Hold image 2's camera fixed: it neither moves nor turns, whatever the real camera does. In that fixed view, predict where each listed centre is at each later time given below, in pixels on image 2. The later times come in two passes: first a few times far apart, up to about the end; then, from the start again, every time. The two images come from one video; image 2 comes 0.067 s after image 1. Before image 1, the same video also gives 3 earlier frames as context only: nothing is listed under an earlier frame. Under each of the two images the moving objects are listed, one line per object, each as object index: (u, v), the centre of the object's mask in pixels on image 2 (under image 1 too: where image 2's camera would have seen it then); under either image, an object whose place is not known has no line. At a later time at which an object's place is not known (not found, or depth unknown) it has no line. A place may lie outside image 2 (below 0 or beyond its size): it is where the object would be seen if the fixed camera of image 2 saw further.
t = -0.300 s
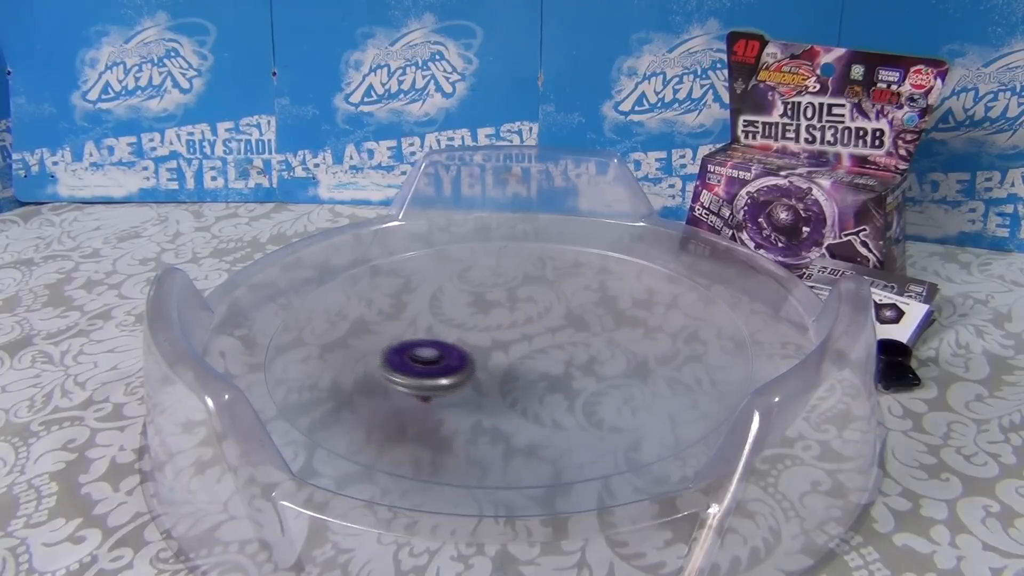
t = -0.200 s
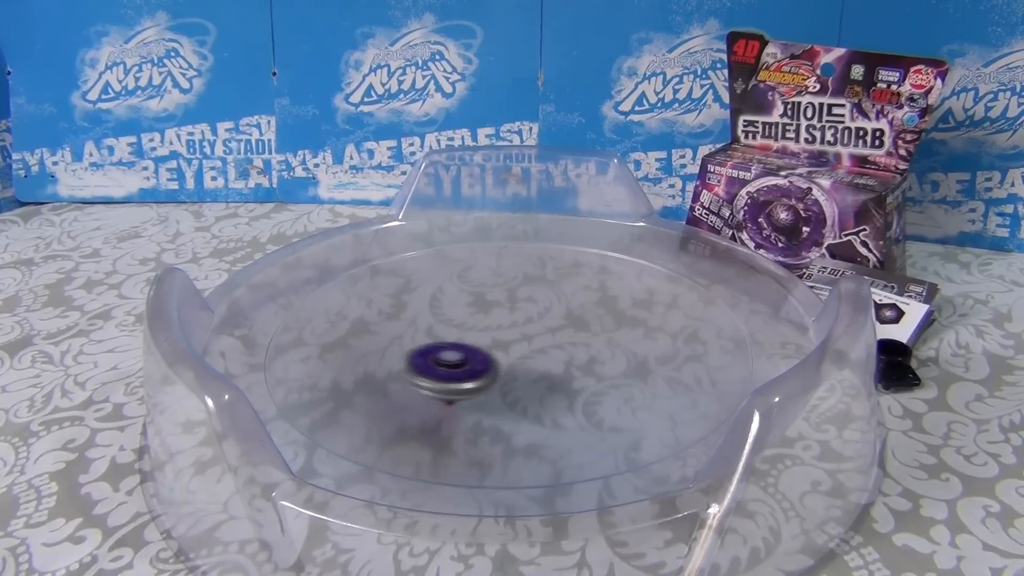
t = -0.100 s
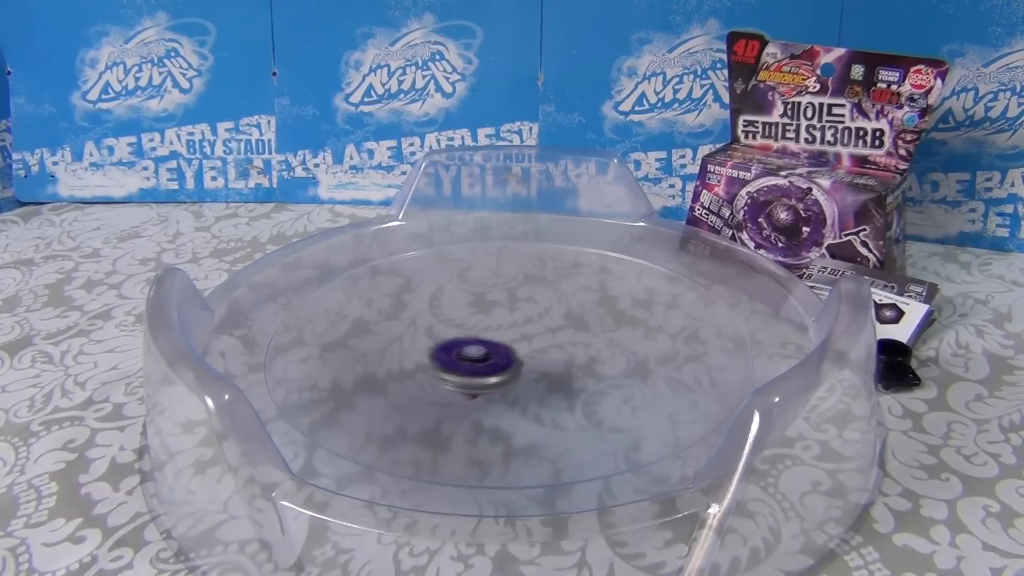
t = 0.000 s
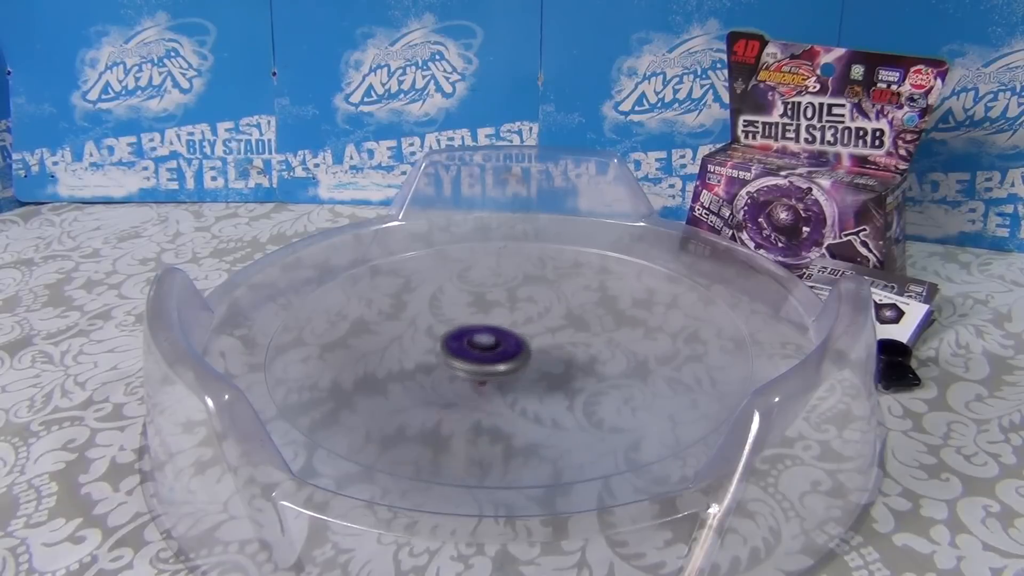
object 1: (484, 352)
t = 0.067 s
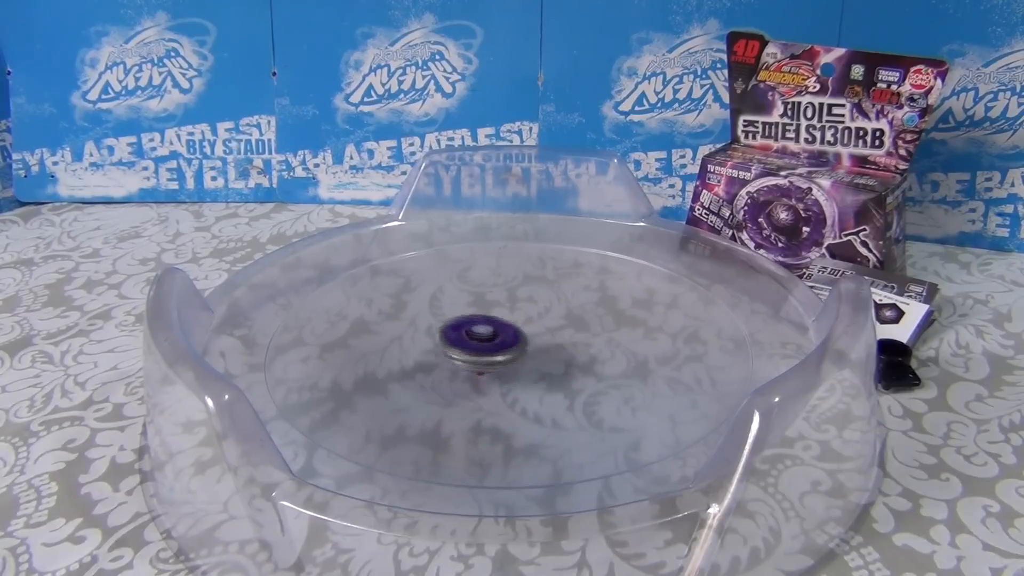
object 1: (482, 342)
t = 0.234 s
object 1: (454, 327)
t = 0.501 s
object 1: (442, 336)
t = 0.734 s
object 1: (479, 333)
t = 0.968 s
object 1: (490, 315)
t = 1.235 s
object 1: (483, 317)
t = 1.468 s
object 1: (515, 322)
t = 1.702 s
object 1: (532, 314)
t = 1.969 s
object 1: (529, 321)
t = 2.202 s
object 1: (551, 331)
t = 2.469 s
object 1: (556, 329)
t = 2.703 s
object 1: (542, 342)
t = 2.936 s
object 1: (557, 351)
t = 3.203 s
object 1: (545, 351)
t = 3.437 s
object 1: (529, 359)
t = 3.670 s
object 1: (521, 363)
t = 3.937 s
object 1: (504, 365)
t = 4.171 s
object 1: (487, 363)
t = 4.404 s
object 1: (475, 362)
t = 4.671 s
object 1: (475, 355)
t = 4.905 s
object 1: (465, 346)
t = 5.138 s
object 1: (463, 342)
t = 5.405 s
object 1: (472, 336)
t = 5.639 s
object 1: (478, 329)
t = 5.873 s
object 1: (485, 326)
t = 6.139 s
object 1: (502, 325)
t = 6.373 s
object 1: (515, 323)
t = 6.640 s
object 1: (522, 325)
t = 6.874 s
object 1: (532, 331)
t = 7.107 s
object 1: (540, 334)
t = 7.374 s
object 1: (539, 340)
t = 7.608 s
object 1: (542, 348)
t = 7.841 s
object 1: (542, 350)
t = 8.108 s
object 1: (528, 354)
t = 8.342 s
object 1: (514, 358)
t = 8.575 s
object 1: (503, 359)
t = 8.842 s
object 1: (491, 357)
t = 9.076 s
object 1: (482, 354)
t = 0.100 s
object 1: (478, 338)
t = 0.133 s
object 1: (473, 334)
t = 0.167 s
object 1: (468, 331)
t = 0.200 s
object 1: (461, 328)
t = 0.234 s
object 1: (454, 327)
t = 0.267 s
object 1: (449, 327)
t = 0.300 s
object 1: (445, 327)
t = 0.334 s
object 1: (441, 328)
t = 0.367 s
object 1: (439, 330)
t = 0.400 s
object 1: (438, 331)
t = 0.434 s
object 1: (438, 332)
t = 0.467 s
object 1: (440, 334)
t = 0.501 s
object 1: (442, 336)
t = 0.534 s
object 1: (446, 337)
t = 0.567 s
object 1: (451, 338)
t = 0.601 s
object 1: (456, 338)
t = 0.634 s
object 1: (462, 338)
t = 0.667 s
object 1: (468, 337)
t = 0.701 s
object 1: (474, 335)
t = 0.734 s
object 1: (479, 333)
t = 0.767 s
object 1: (484, 331)
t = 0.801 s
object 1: (487, 328)
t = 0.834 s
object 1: (489, 325)
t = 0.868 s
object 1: (490, 322)
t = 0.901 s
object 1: (491, 320)
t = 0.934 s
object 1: (490, 317)
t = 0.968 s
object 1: (490, 315)
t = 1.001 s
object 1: (488, 314)
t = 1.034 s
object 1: (486, 314)
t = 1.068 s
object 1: (485, 313)
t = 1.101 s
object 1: (483, 314)
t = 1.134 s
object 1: (482, 314)
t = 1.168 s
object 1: (482, 315)
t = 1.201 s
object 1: (482, 316)
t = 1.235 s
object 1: (483, 317)
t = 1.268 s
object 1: (486, 319)
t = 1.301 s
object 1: (490, 320)
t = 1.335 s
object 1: (494, 321)
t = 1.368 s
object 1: (500, 322)
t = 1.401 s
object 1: (505, 323)
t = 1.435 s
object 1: (510, 323)
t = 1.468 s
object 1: (515, 322)
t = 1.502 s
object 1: (520, 321)
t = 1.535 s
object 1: (524, 320)
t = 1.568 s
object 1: (527, 318)
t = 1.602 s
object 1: (530, 317)
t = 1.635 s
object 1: (531, 316)
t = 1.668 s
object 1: (532, 315)
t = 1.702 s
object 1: (532, 314)
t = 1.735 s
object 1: (532, 314)
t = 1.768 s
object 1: (531, 314)
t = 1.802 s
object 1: (530, 314)
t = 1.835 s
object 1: (530, 314)
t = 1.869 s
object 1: (529, 315)
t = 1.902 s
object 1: (528, 317)
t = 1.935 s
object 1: (528, 319)
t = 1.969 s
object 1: (529, 321)
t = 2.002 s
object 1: (530, 323)
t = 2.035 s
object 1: (532, 325)
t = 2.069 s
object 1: (535, 327)
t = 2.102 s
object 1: (538, 329)
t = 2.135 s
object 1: (542, 330)
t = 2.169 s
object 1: (547, 331)
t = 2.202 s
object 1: (551, 331)
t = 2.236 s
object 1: (554, 331)
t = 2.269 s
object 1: (556, 330)
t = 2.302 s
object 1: (558, 330)
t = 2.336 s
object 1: (559, 329)
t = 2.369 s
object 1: (559, 329)
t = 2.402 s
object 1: (559, 328)
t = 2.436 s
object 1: (558, 328)
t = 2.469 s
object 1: (556, 329)
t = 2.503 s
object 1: (554, 329)
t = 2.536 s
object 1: (551, 330)
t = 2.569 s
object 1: (548, 332)
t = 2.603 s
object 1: (546, 334)
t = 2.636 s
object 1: (544, 336)
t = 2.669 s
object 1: (543, 339)
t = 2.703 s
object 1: (542, 342)
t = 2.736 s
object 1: (543, 345)
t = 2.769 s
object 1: (544, 347)
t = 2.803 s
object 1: (547, 349)
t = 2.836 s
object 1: (550, 350)
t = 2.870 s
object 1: (553, 350)
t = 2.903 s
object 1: (555, 351)
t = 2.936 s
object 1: (557, 351)
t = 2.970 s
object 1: (557, 351)
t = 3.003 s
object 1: (557, 350)
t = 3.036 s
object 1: (556, 350)
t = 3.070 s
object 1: (555, 350)
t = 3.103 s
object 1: (553, 350)
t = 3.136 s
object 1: (550, 350)
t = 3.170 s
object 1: (547, 351)
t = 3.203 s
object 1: (545, 351)
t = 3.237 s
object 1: (542, 352)
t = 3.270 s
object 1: (539, 353)
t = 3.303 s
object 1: (537, 354)
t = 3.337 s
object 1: (534, 355)
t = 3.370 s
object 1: (532, 356)
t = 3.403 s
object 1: (531, 358)
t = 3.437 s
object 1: (529, 359)
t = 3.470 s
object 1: (527, 360)
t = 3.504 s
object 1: (526, 361)
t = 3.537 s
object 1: (525, 362)
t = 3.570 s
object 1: (525, 362)
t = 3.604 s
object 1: (525, 362)
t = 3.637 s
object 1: (523, 363)
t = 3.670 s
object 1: (521, 363)
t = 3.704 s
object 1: (518, 364)
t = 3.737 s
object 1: (516, 364)
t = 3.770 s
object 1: (513, 364)
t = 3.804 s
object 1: (511, 365)
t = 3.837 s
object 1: (509, 365)
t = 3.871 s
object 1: (507, 365)
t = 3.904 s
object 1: (506, 365)
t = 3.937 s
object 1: (504, 365)
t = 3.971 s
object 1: (502, 365)
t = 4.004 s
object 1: (500, 365)
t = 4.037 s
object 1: (497, 364)
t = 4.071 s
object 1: (494, 364)
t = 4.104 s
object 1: (492, 364)
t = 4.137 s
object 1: (490, 363)
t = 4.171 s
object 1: (487, 363)
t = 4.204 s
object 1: (484, 363)
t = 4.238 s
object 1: (482, 362)
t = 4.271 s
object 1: (481, 362)
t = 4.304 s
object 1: (479, 362)
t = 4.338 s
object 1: (478, 362)
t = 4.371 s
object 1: (476, 362)
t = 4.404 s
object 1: (475, 362)
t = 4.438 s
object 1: (474, 362)
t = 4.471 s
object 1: (474, 361)
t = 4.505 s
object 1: (474, 361)
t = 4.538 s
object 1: (474, 361)
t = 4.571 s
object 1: (474, 360)
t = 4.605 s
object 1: (474, 359)
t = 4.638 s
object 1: (475, 357)
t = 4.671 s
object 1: (475, 355)
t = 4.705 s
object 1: (474, 353)
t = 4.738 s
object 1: (473, 352)
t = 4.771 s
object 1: (472, 350)
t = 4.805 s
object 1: (471, 349)
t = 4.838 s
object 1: (468, 347)
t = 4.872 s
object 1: (466, 346)
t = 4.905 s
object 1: (465, 346)
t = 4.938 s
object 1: (464, 345)
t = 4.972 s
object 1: (464, 344)
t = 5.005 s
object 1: (463, 344)
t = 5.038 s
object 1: (463, 343)
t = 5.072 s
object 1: (463, 343)
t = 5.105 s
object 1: (463, 343)
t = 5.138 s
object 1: (463, 342)
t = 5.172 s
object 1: (464, 342)
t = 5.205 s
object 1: (464, 342)
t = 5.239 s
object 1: (465, 341)
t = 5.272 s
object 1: (466, 341)
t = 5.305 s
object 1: (468, 340)
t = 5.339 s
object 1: (469, 339)
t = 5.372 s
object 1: (471, 338)
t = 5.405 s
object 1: (472, 336)
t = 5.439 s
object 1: (473, 335)
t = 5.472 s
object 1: (475, 334)
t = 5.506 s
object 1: (476, 333)
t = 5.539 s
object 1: (476, 331)
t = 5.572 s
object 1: (477, 331)
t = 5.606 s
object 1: (478, 330)
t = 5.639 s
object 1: (478, 329)
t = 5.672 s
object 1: (479, 328)
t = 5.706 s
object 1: (480, 328)
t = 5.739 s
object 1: (481, 327)
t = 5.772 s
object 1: (482, 327)
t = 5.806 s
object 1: (483, 327)
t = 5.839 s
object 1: (484, 326)
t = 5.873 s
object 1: (485, 326)
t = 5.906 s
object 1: (487, 326)
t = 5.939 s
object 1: (488, 326)
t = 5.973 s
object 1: (490, 326)
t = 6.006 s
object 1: (493, 326)
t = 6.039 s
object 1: (495, 325)
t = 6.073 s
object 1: (497, 326)
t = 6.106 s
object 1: (500, 325)
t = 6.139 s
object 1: (502, 325)
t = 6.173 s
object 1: (505, 325)
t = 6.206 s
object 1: (507, 324)
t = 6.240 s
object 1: (509, 324)
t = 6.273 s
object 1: (511, 324)
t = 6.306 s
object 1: (512, 323)
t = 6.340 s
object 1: (514, 323)
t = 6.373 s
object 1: (515, 323)
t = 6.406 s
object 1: (517, 323)
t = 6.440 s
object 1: (518, 323)
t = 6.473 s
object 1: (519, 323)
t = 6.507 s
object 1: (519, 323)
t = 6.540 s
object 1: (520, 323)
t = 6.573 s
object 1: (521, 323)
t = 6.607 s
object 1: (521, 324)
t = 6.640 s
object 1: (522, 325)
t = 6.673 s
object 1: (523, 326)
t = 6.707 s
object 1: (524, 327)
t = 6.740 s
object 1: (526, 328)
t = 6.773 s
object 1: (528, 329)
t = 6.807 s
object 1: (529, 330)
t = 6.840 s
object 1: (531, 330)
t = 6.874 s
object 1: (532, 331)
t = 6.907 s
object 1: (534, 332)
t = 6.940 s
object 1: (535, 332)
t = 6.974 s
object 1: (537, 333)
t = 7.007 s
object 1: (538, 333)
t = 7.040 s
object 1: (539, 334)
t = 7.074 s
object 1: (539, 334)
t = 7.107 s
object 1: (540, 334)
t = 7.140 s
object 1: (540, 335)
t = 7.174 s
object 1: (541, 335)
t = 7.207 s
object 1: (540, 336)
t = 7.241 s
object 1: (540, 336)
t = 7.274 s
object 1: (540, 337)
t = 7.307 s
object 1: (540, 338)
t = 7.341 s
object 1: (539, 339)
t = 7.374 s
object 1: (539, 340)
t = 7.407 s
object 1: (538, 342)
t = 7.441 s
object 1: (538, 343)
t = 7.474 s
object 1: (538, 345)
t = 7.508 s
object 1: (539, 346)
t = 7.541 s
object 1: (540, 347)
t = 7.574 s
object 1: (541, 348)
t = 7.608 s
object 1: (542, 348)
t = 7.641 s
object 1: (543, 349)
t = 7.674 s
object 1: (544, 349)
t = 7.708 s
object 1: (544, 350)
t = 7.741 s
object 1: (544, 350)
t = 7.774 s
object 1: (544, 350)
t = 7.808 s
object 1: (543, 350)
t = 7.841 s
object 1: (542, 350)
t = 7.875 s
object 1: (541, 350)
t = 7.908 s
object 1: (539, 351)
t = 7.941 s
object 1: (538, 351)
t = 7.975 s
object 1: (536, 351)
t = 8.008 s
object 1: (534, 352)
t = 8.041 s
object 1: (532, 352)
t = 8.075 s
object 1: (530, 353)
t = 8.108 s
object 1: (528, 354)
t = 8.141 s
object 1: (526, 354)
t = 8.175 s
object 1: (524, 355)
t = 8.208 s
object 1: (521, 355)
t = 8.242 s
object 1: (519, 356)
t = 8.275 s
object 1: (517, 357)
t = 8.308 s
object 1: (515, 357)
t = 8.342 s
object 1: (514, 358)
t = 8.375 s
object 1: (512, 358)
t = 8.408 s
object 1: (511, 359)
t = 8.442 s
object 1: (509, 359)
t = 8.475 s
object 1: (508, 359)
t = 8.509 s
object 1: (506, 359)
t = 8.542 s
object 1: (505, 359)
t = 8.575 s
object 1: (503, 359)
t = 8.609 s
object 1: (501, 359)
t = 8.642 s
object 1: (500, 359)
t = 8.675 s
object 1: (498, 359)
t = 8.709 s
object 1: (497, 359)
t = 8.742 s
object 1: (495, 359)
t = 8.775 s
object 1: (494, 358)
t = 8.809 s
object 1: (493, 358)
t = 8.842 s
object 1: (491, 357)
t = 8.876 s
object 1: (490, 357)
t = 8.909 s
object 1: (488, 357)
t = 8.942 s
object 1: (487, 356)
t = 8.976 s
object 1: (486, 356)
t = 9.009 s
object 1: (484, 355)
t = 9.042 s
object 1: (483, 355)
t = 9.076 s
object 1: (482, 354)
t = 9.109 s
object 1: (481, 353)
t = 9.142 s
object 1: (480, 353)
